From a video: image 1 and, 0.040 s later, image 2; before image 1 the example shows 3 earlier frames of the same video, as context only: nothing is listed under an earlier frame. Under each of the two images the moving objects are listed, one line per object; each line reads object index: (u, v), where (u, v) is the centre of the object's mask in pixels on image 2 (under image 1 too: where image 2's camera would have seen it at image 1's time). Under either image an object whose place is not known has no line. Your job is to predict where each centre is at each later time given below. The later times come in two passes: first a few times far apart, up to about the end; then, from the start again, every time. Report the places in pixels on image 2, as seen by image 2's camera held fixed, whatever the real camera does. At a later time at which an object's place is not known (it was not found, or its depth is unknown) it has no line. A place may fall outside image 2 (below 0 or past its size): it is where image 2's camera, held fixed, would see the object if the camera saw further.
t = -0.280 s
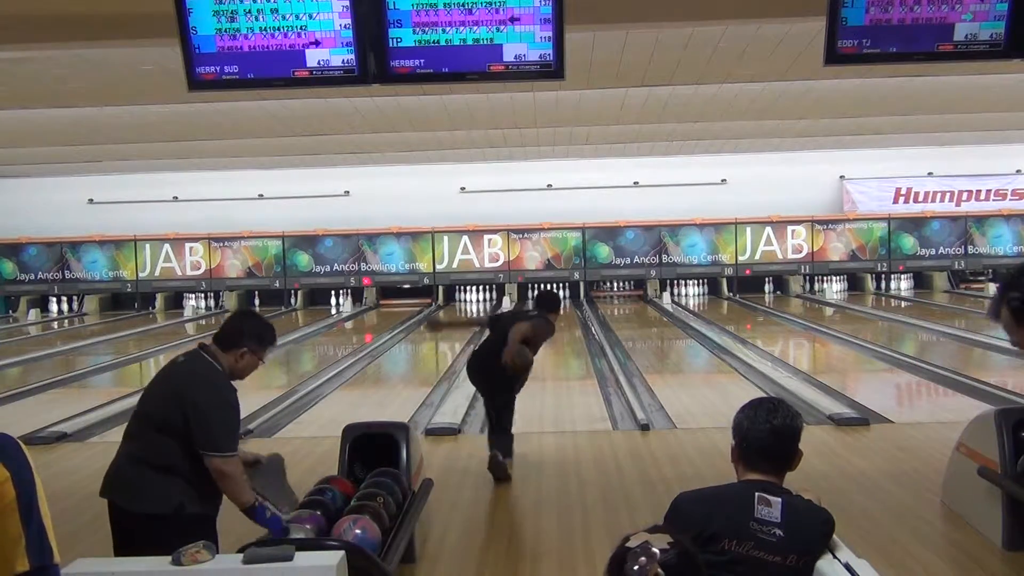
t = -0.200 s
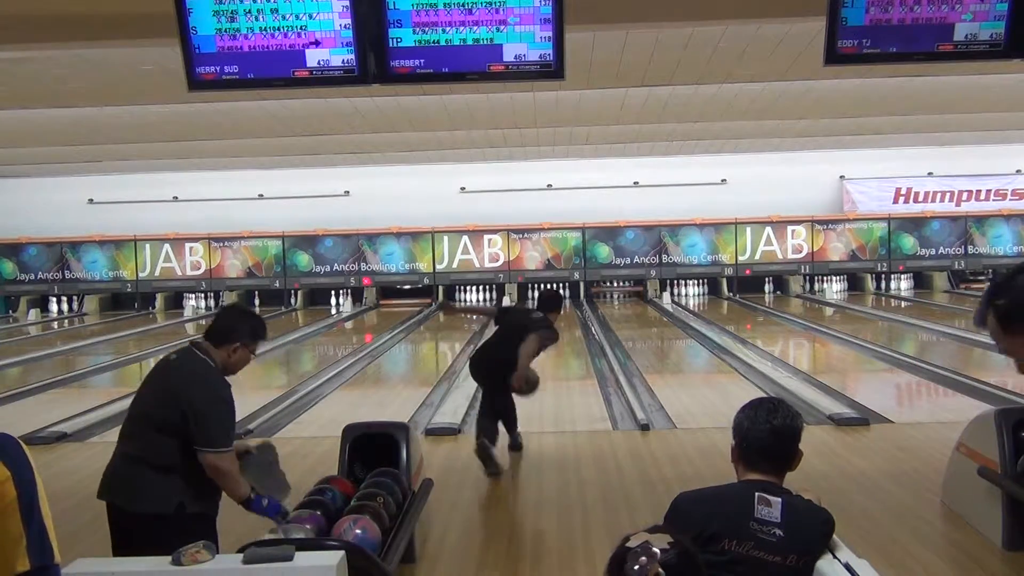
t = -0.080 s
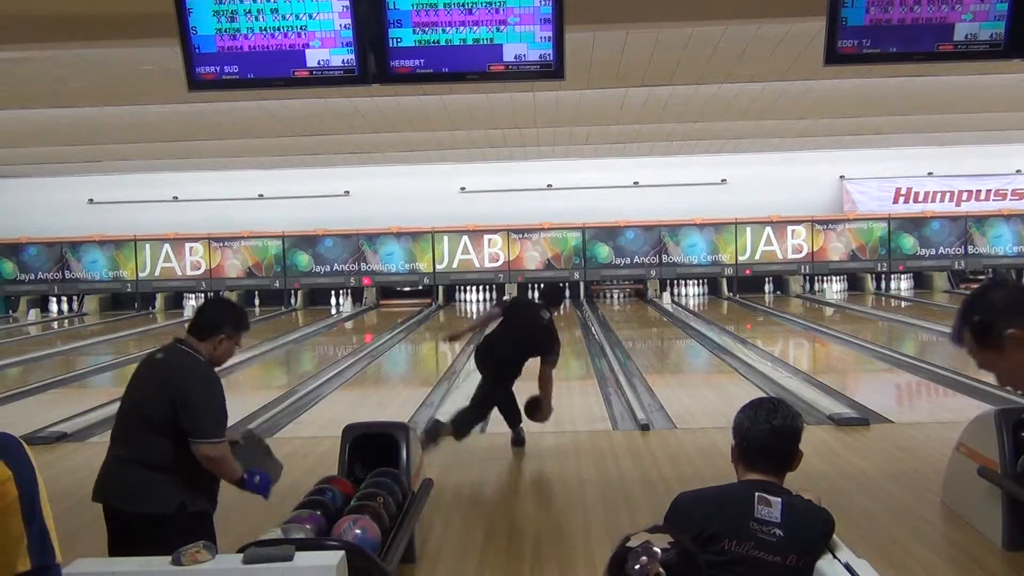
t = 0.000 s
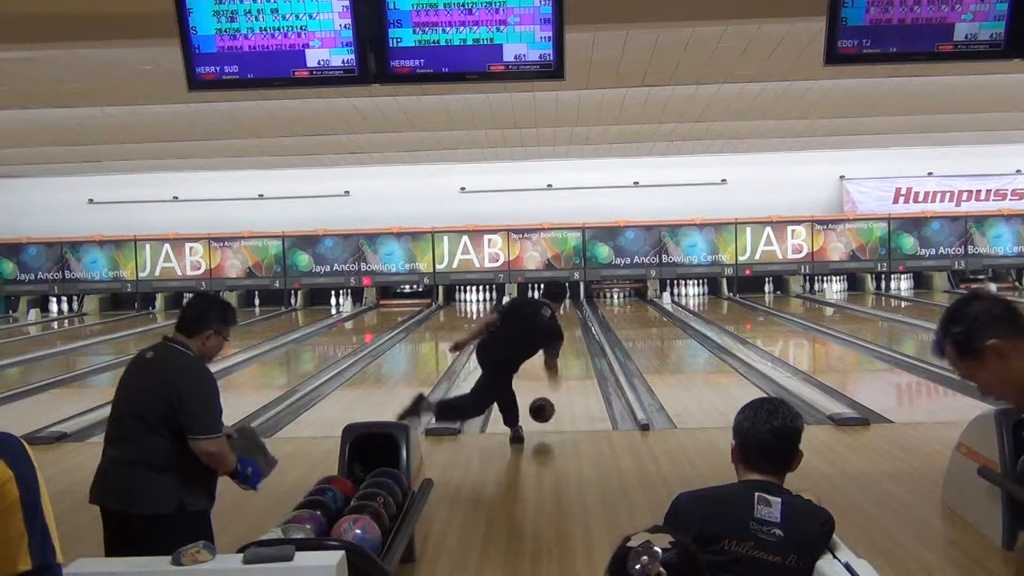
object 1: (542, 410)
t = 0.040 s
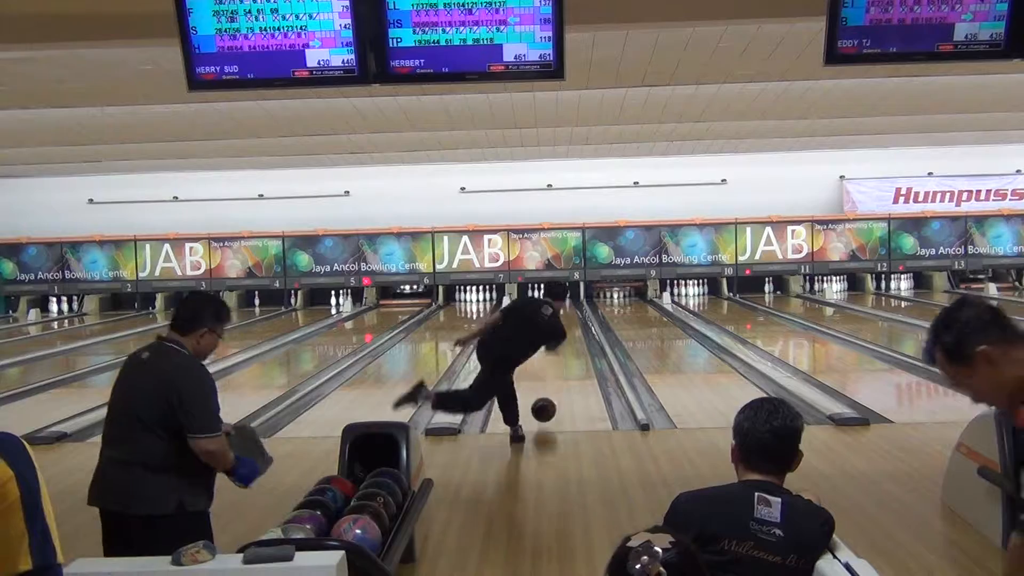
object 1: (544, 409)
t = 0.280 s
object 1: (551, 384)
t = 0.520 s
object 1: (556, 362)
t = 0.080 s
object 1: (545, 407)
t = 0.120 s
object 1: (547, 401)
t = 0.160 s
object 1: (548, 397)
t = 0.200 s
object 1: (549, 392)
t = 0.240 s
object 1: (550, 388)
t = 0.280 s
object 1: (551, 384)
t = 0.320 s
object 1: (552, 380)
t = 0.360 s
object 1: (553, 376)
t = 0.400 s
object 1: (554, 372)
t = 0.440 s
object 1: (554, 369)
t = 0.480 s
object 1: (555, 366)
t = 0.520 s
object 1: (556, 362)
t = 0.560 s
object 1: (556, 359)
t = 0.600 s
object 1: (557, 357)
